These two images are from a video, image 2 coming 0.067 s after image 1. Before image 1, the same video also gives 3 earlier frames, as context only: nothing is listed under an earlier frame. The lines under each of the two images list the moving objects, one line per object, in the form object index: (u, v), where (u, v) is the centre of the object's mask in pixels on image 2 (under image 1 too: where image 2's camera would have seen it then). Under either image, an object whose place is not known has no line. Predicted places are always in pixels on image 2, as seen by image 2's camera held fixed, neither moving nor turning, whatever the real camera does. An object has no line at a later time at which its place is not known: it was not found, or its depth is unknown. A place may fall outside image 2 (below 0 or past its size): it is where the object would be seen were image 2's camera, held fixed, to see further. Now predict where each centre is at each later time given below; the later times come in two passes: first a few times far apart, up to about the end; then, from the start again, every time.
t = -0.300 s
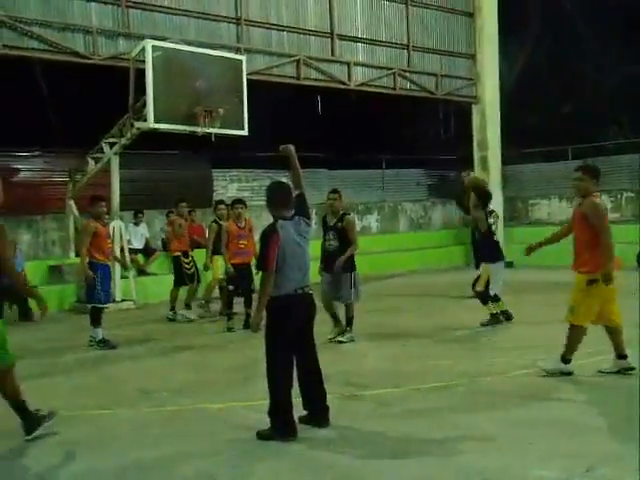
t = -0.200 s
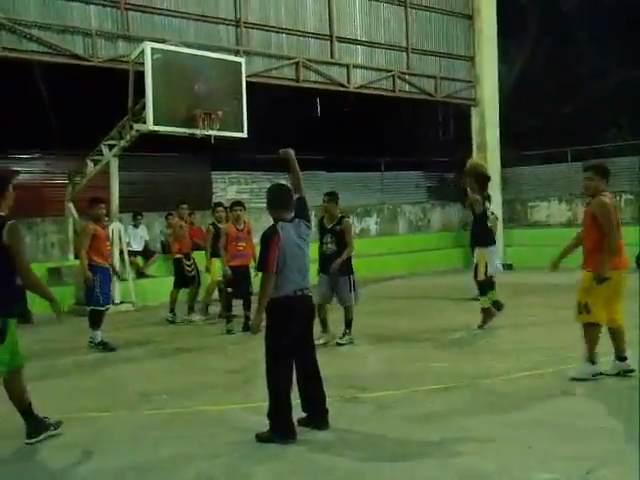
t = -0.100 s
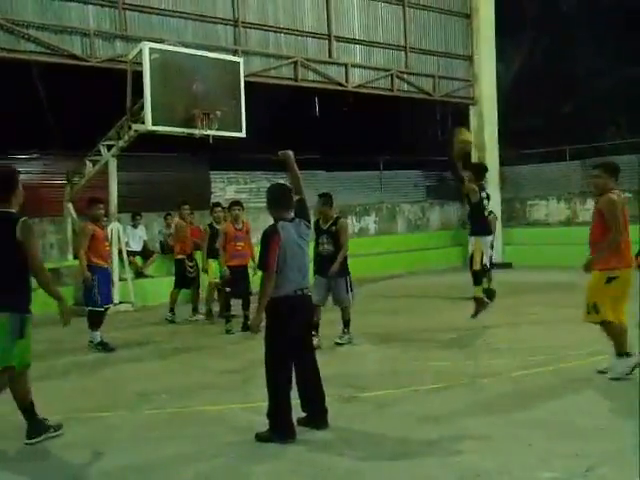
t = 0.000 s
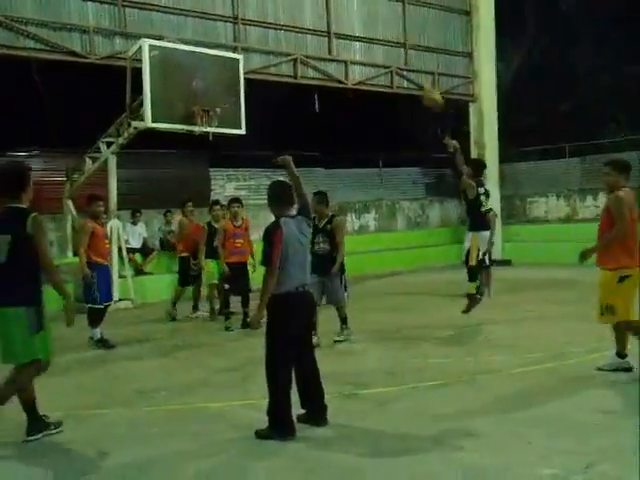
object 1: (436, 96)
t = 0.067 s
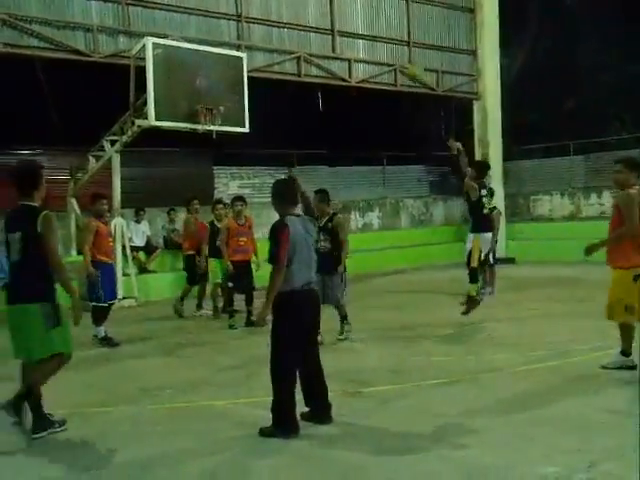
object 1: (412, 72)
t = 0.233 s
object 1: (368, 39)
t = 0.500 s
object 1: (301, 27)
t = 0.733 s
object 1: (252, 57)
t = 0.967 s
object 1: (214, 118)
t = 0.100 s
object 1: (407, 66)
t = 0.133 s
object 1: (393, 57)
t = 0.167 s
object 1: (385, 50)
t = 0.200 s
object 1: (377, 42)
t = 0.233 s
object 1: (368, 39)
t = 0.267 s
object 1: (359, 34)
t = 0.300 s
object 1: (350, 30)
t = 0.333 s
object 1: (341, 27)
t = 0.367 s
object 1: (331, 26)
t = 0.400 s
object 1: (326, 24)
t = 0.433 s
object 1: (316, 23)
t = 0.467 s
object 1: (309, 26)
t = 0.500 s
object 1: (301, 27)
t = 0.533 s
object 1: (293, 29)
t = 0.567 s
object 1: (286, 33)
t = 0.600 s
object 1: (278, 38)
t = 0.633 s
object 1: (272, 41)
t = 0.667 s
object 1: (265, 46)
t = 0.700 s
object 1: (258, 52)
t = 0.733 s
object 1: (252, 57)
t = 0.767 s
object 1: (244, 68)
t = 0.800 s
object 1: (237, 73)
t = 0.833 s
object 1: (232, 82)
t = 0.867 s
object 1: (226, 91)
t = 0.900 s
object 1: (220, 101)
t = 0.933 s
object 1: (215, 110)
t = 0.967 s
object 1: (214, 118)
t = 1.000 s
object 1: (216, 128)
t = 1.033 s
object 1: (217, 136)
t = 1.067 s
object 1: (219, 144)
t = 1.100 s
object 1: (220, 153)
